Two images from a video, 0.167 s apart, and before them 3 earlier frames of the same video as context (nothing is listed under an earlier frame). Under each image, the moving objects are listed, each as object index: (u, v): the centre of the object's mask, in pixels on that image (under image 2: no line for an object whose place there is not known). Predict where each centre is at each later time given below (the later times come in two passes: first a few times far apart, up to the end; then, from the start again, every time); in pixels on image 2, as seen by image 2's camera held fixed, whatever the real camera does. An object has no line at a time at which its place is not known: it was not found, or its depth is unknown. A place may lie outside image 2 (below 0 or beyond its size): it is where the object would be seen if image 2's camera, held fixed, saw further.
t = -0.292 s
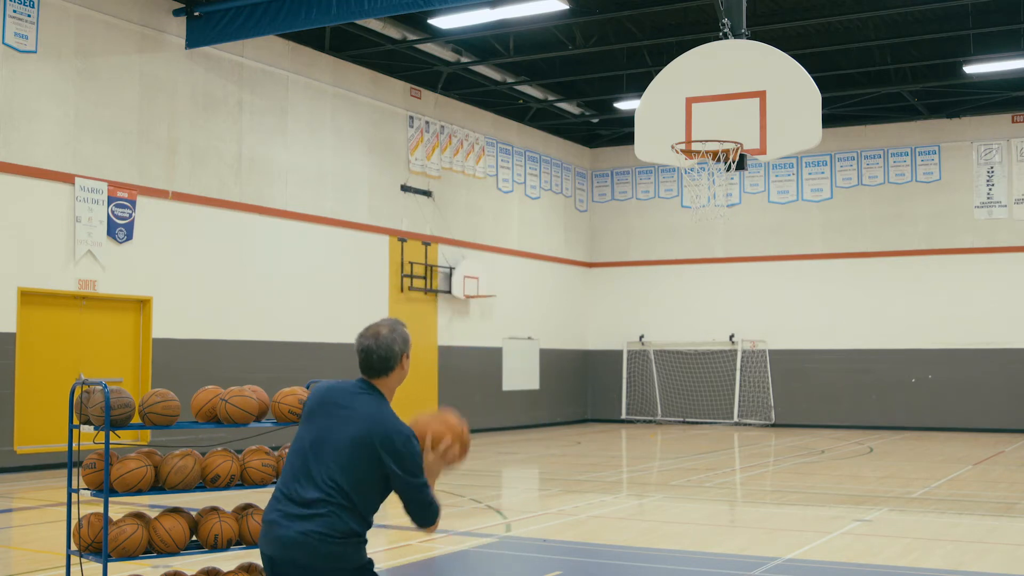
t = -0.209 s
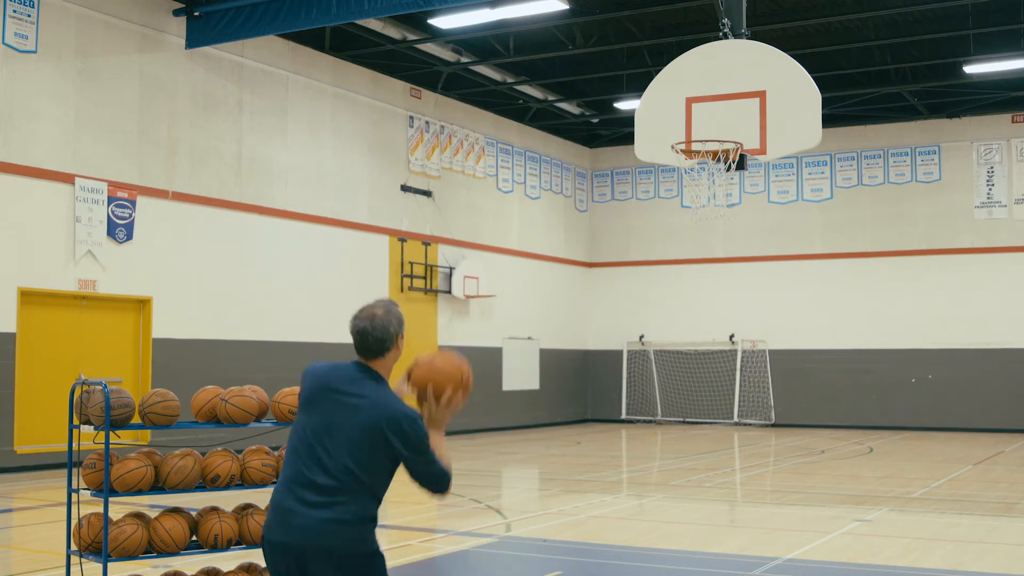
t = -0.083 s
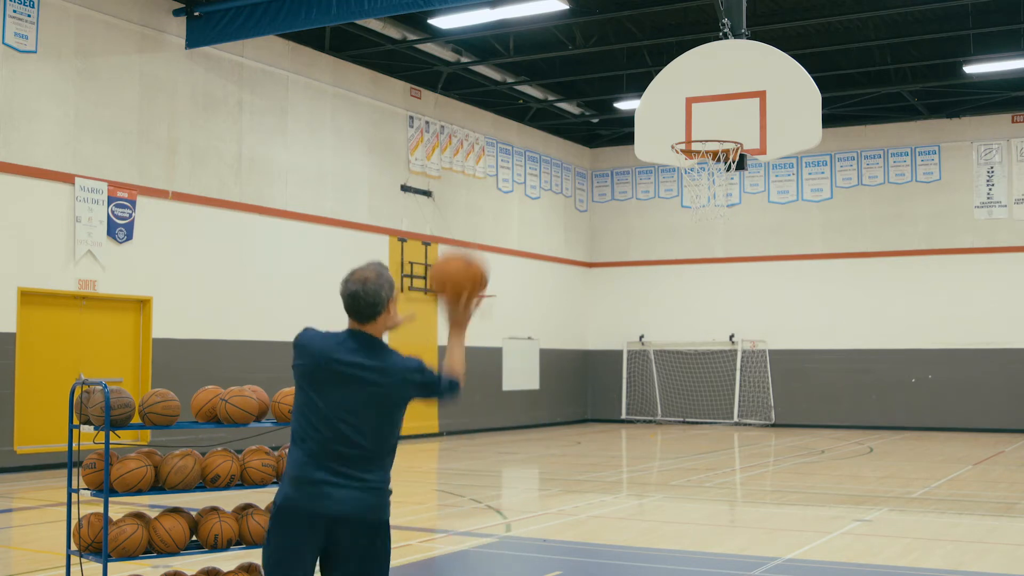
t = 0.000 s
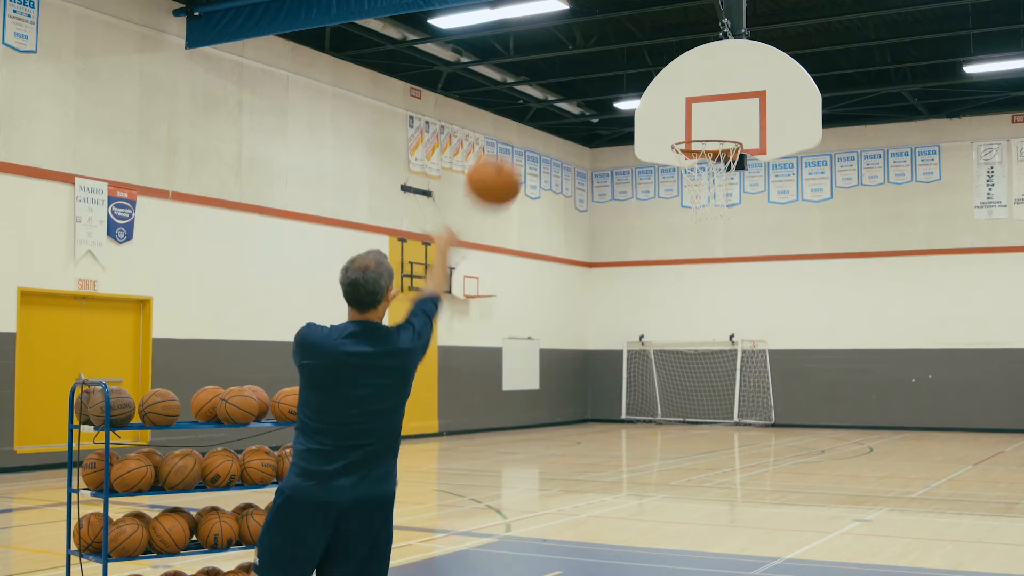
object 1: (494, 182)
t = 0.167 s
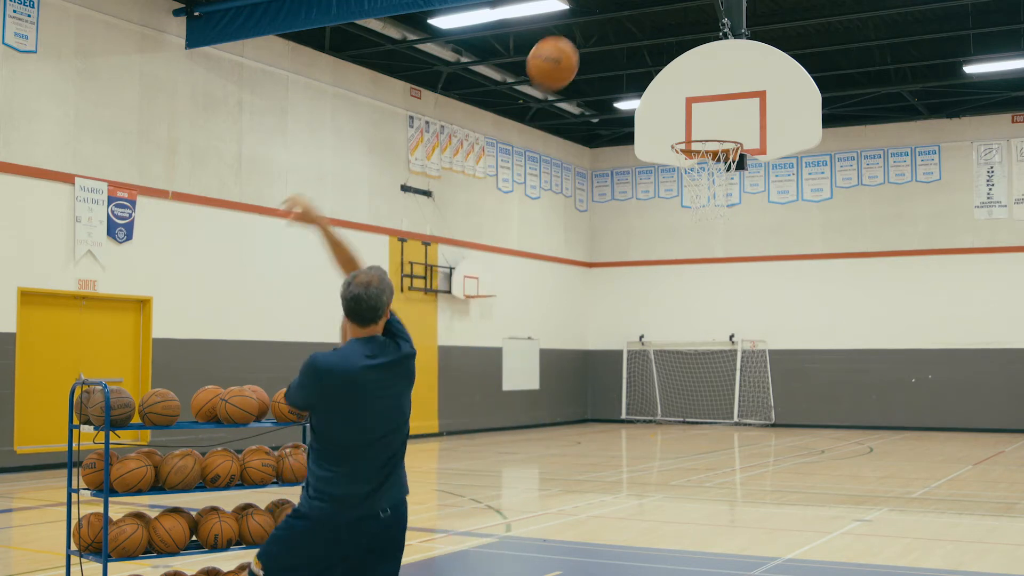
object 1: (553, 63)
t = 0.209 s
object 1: (565, 46)
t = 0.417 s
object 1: (619, 18)
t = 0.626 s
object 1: (660, 56)
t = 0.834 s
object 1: (697, 134)
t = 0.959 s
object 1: (748, 128)
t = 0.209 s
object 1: (565, 46)
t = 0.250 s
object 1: (577, 33)
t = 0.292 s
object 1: (588, 24)
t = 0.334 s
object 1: (599, 19)
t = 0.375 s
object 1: (609, 18)
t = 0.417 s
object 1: (619, 18)
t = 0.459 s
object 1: (628, 20)
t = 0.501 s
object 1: (637, 25)
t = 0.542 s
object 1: (645, 34)
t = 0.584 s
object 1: (653, 44)
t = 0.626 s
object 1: (660, 56)
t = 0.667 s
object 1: (667, 71)
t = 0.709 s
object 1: (674, 89)
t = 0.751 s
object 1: (681, 108)
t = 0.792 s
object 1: (687, 127)
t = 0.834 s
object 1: (697, 134)
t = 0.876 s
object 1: (715, 129)
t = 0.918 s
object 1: (733, 128)
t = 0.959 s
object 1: (748, 128)
